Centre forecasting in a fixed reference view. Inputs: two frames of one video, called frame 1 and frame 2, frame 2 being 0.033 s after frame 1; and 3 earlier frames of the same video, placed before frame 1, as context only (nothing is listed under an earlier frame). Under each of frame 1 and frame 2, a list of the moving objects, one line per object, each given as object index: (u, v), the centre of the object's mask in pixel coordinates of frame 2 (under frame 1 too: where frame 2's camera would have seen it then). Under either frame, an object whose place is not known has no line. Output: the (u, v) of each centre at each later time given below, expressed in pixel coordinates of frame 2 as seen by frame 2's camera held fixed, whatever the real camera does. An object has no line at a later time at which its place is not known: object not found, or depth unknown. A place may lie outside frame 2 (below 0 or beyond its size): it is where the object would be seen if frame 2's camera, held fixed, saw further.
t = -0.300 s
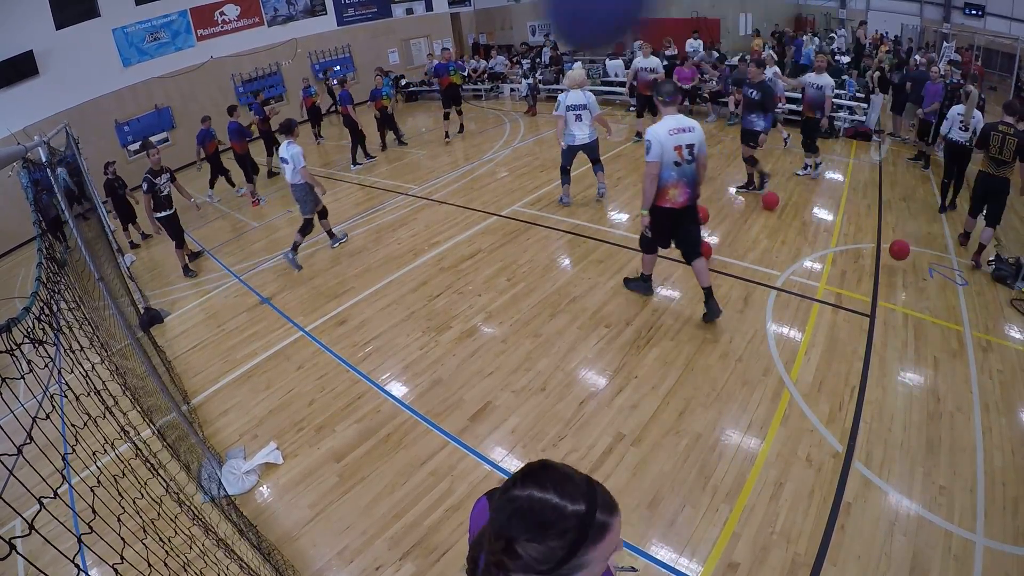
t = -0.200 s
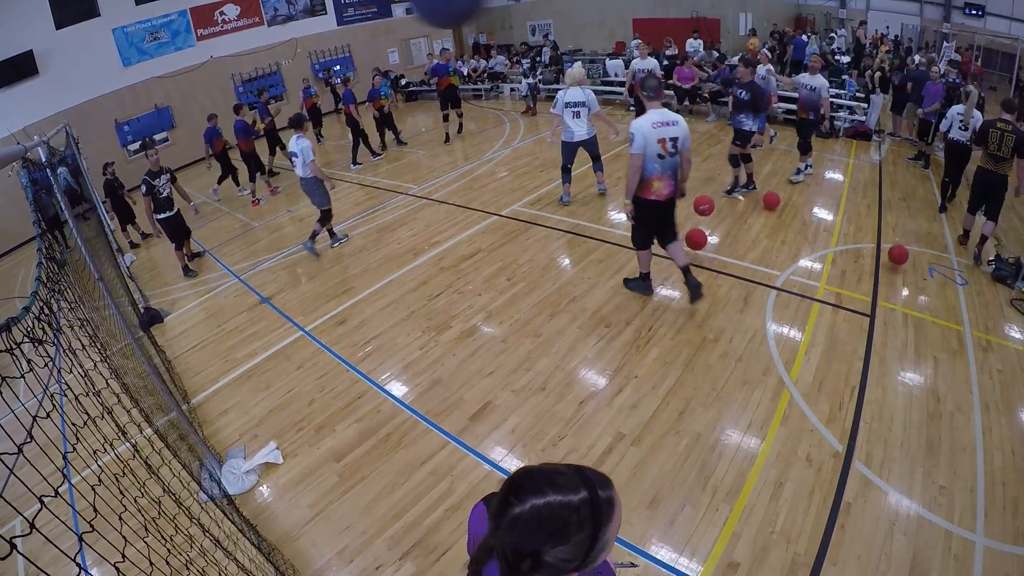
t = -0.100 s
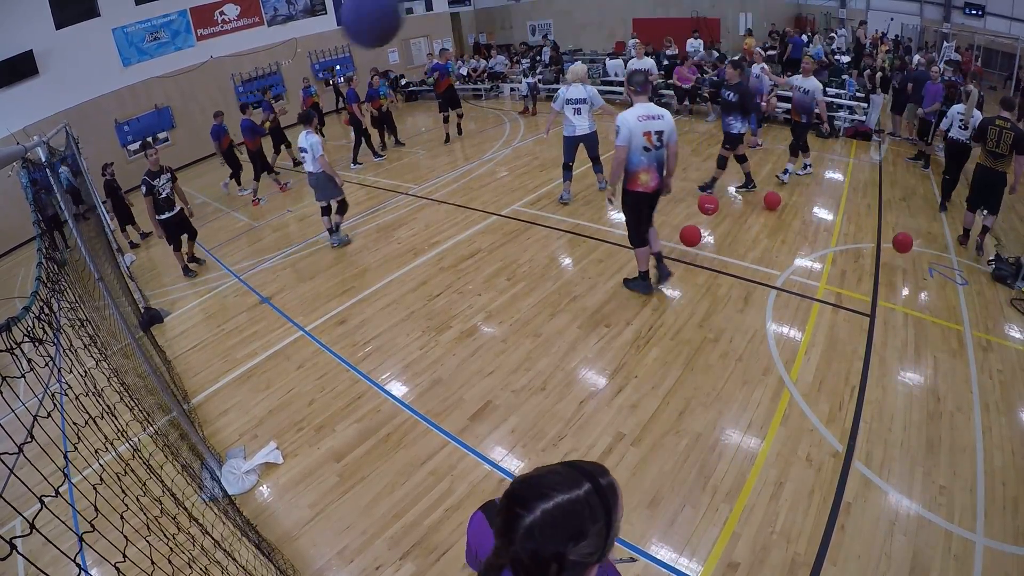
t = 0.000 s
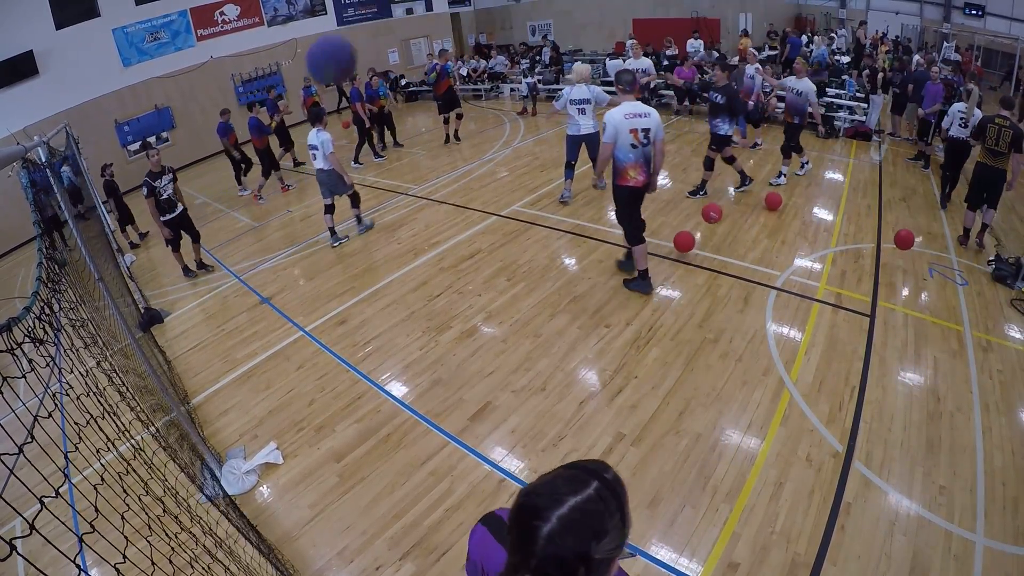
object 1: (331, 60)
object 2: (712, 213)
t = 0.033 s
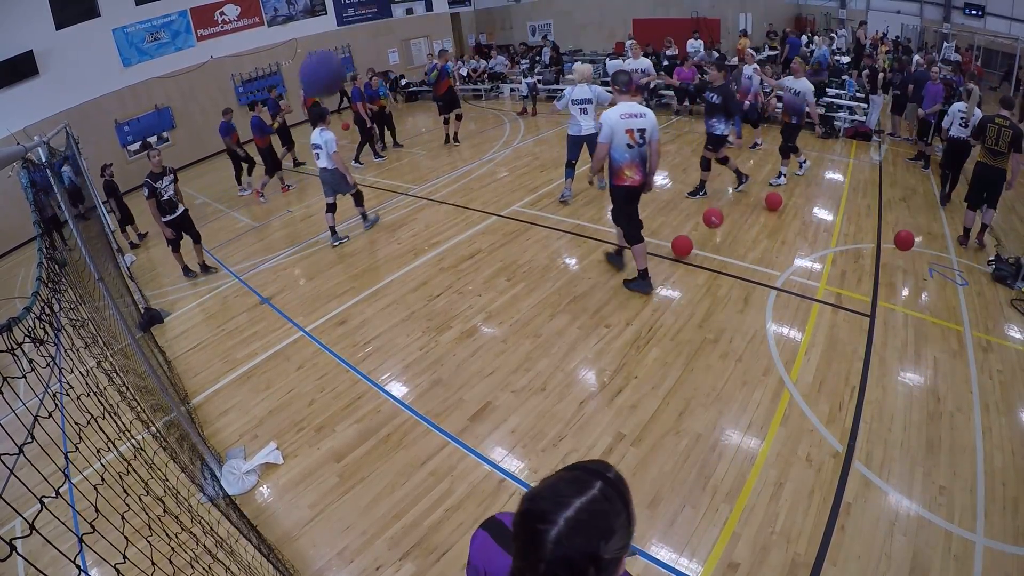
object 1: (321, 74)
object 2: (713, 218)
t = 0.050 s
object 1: (318, 82)
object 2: (713, 221)
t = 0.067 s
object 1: (314, 90)
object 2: (714, 224)
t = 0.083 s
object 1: (312, 97)
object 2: (714, 226)
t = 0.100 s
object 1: (308, 104)
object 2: (714, 230)
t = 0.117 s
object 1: (306, 111)
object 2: (715, 234)
